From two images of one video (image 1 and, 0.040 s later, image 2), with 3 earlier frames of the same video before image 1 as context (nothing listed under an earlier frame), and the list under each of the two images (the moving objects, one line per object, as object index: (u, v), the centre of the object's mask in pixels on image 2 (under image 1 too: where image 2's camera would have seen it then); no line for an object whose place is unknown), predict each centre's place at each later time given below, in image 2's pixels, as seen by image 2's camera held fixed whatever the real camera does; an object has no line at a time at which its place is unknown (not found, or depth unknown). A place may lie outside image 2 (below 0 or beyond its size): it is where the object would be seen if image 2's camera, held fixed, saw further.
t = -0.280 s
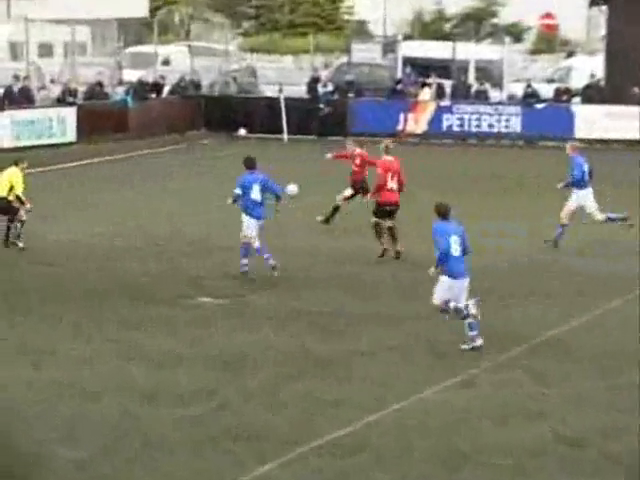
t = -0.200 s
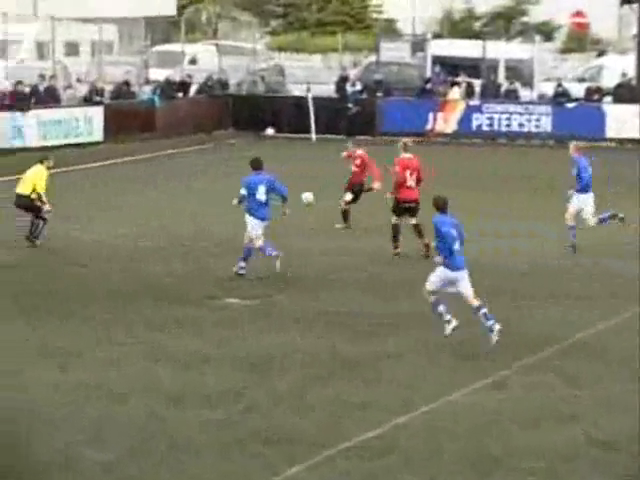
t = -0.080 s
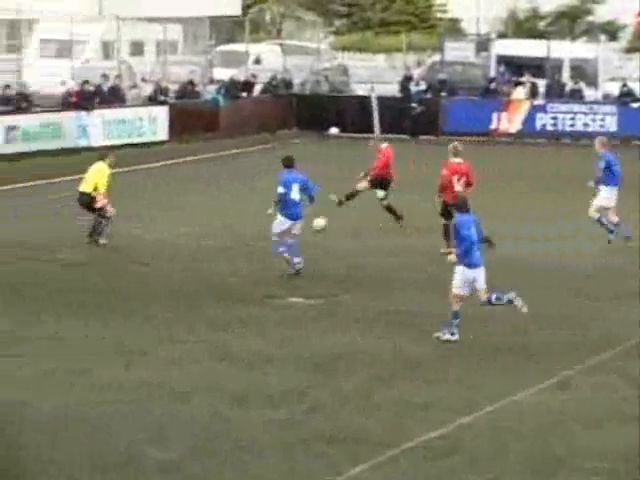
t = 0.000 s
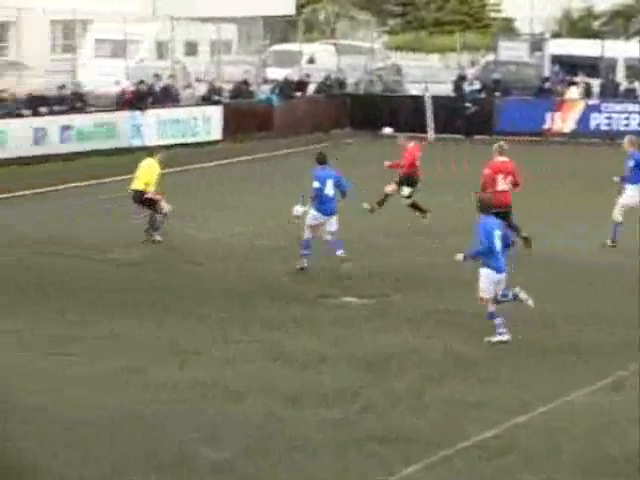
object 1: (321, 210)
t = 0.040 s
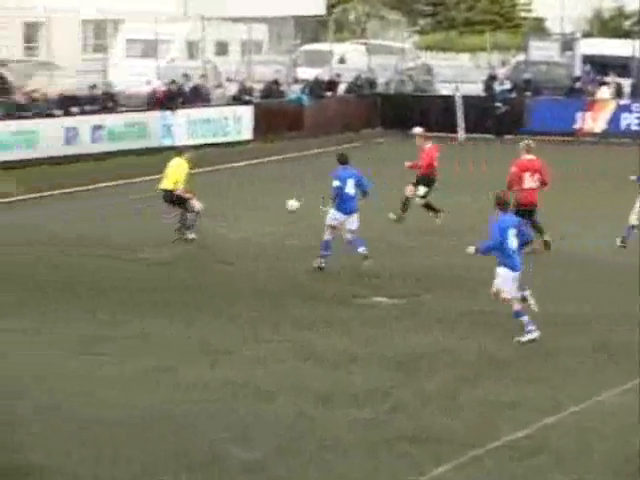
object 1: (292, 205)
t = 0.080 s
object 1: (262, 200)
